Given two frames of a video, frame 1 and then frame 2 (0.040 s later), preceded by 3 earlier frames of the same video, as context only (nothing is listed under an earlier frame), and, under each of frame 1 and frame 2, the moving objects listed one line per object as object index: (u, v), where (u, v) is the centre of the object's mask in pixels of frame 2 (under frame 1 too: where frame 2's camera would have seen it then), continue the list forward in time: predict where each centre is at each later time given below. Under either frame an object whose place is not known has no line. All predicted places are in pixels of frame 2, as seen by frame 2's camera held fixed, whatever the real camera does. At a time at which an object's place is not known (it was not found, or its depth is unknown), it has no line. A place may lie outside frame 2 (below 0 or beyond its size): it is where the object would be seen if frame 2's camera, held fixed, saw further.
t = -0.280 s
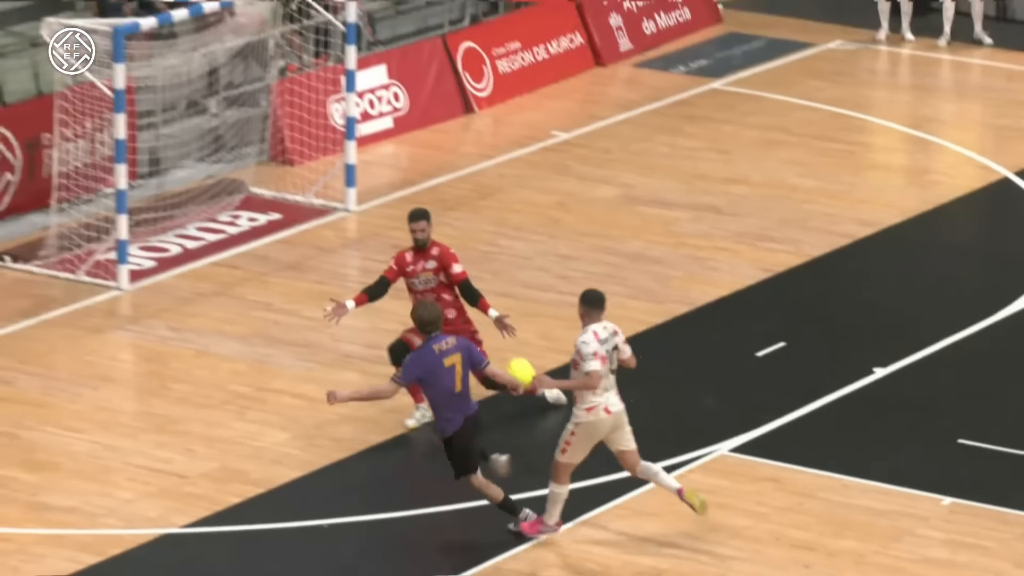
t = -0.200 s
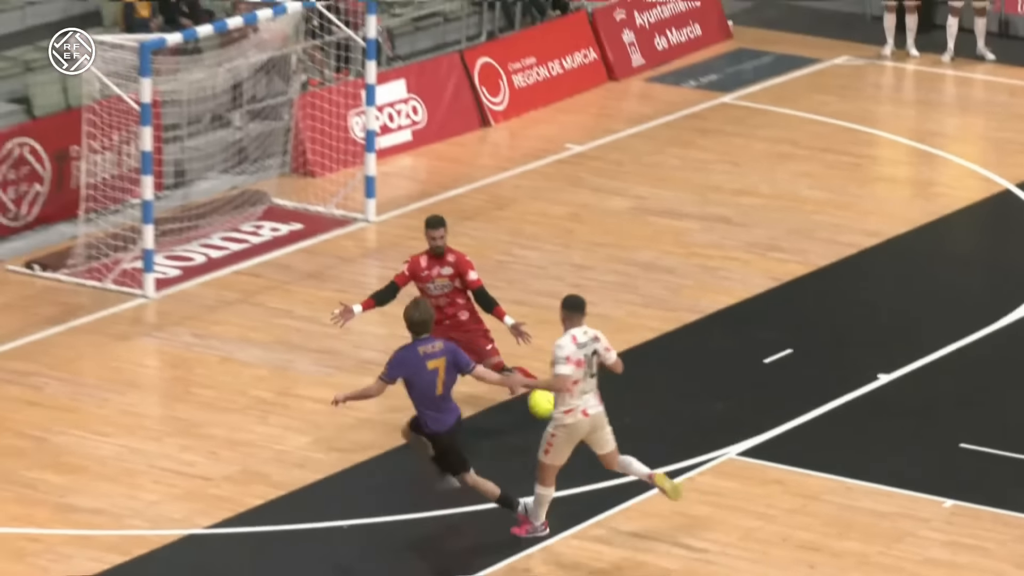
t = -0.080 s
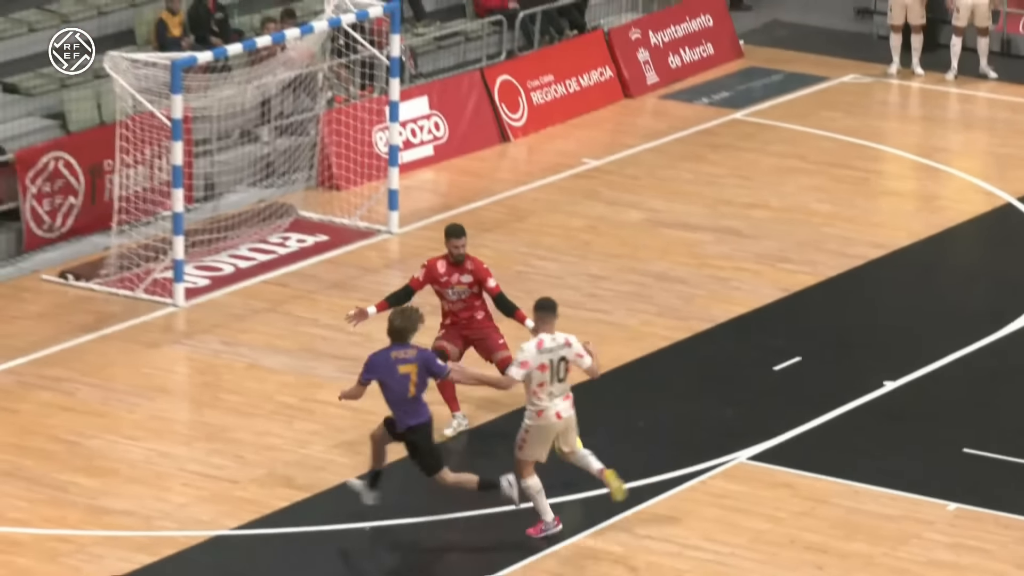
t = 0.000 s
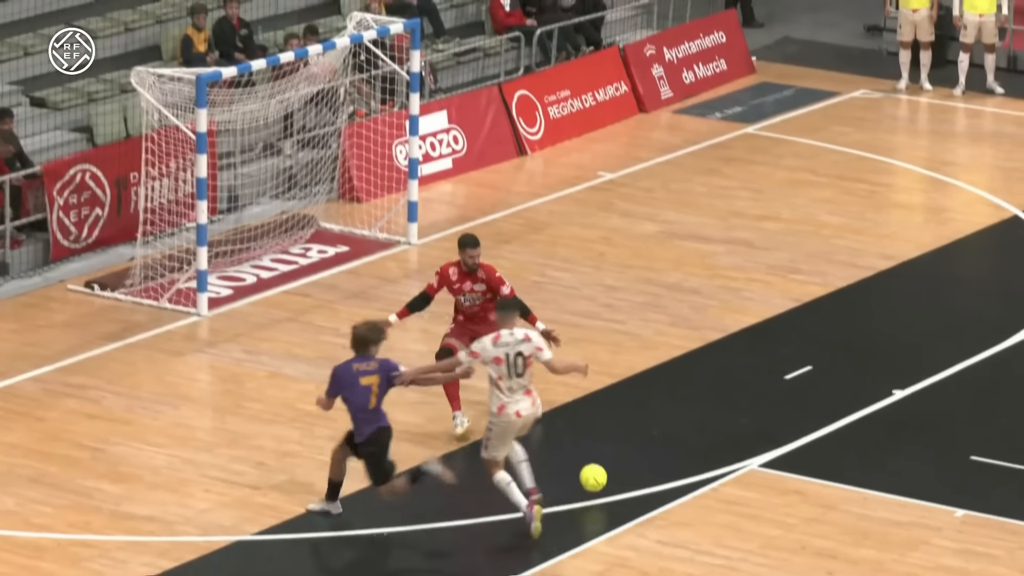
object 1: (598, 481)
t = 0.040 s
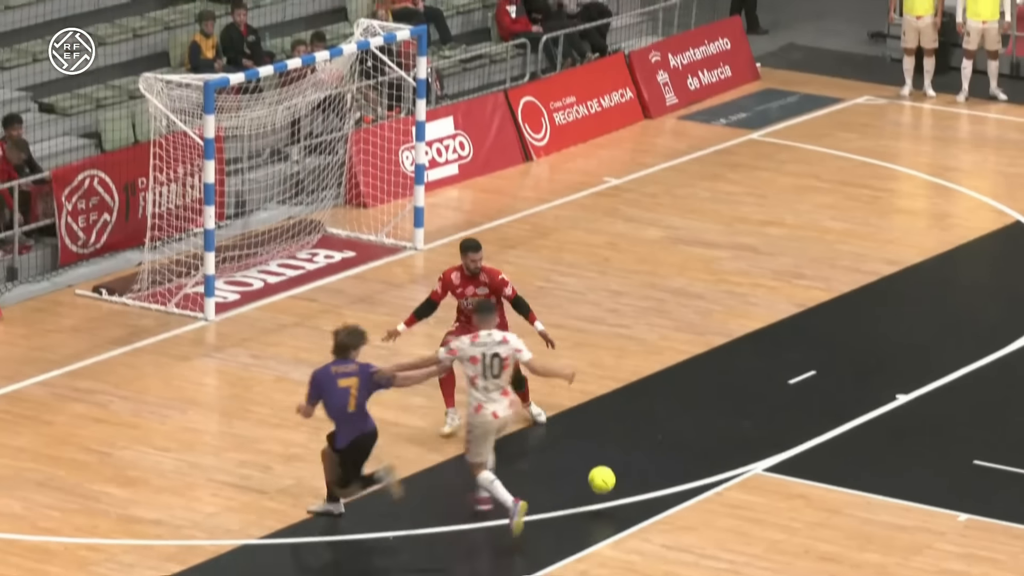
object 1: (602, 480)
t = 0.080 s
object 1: (605, 479)
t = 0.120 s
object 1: (608, 479)
